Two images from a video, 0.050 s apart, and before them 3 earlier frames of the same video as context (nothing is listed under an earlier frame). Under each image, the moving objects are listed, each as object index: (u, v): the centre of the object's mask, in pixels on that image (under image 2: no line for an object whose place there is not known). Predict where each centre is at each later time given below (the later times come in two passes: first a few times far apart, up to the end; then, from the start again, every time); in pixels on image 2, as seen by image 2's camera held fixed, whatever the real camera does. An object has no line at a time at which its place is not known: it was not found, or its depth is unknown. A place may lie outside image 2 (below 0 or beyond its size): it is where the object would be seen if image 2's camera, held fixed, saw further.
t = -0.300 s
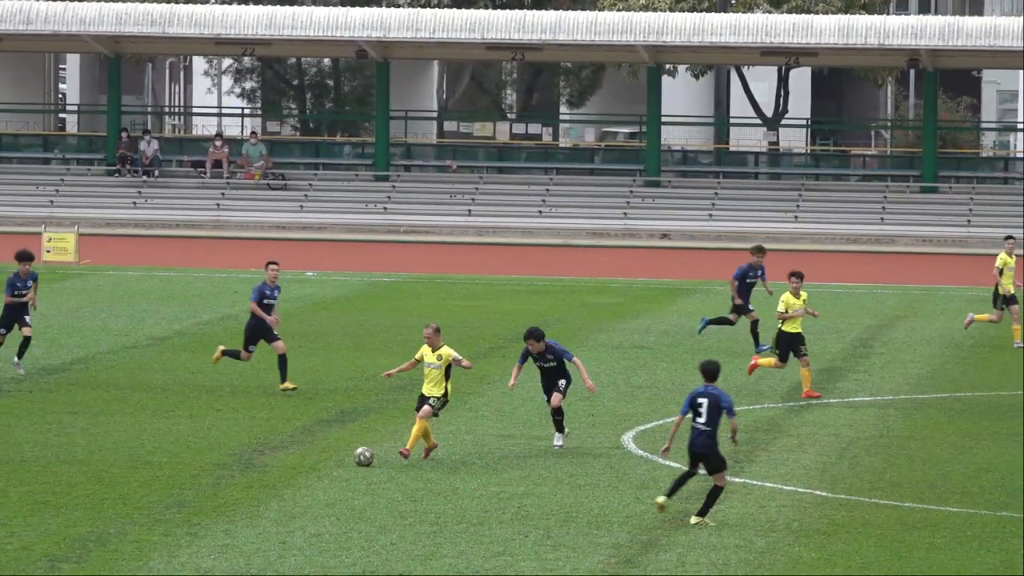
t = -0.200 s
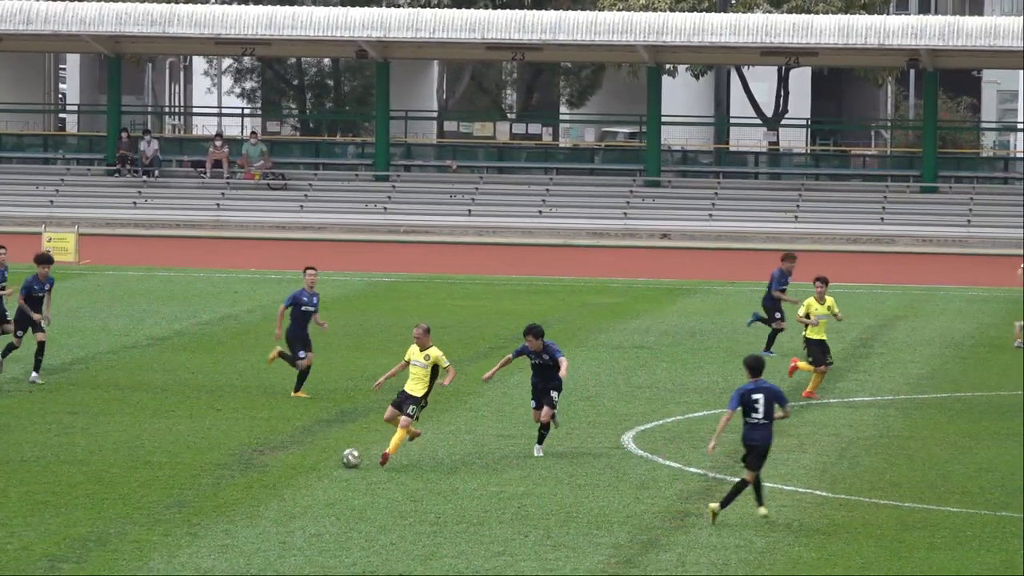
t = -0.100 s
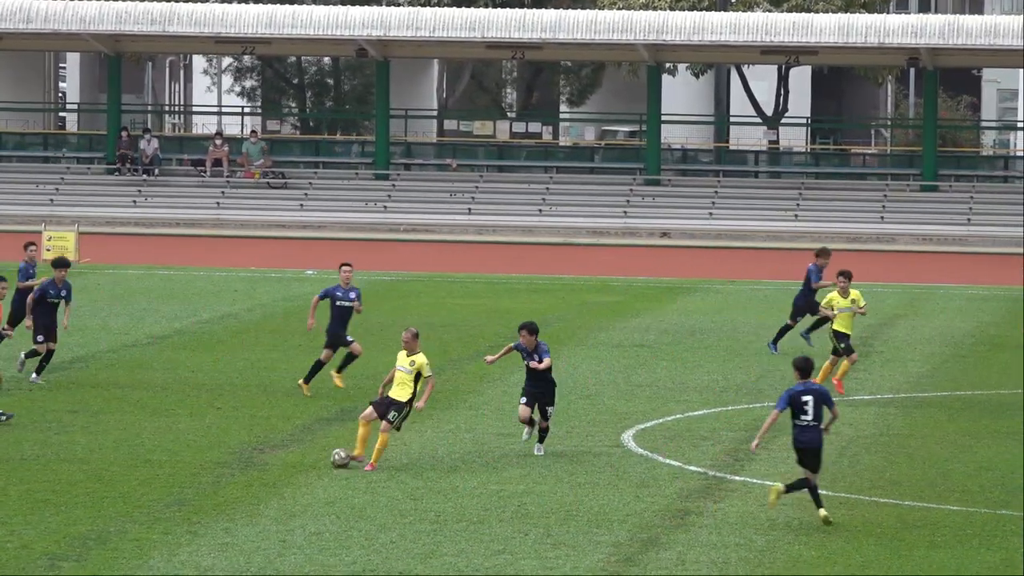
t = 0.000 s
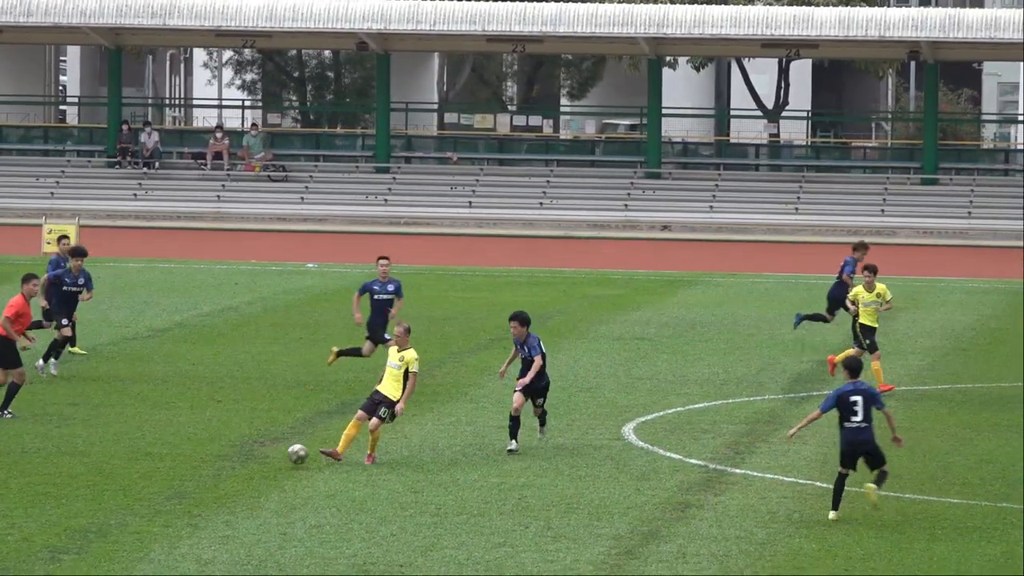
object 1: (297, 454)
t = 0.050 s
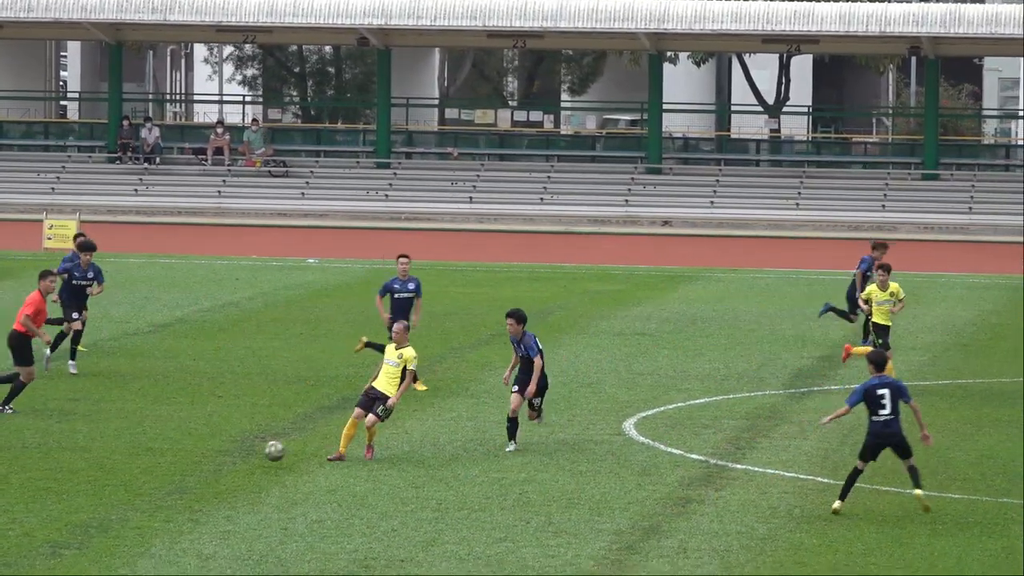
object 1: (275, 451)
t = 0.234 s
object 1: (193, 467)
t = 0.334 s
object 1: (159, 470)
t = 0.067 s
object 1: (266, 452)
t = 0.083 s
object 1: (258, 453)
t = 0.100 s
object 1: (250, 456)
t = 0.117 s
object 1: (242, 458)
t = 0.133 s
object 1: (234, 460)
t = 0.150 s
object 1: (226, 463)
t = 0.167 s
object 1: (218, 466)
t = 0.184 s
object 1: (210, 469)
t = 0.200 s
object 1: (203, 469)
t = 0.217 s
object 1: (198, 469)
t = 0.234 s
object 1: (193, 467)
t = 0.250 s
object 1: (188, 466)
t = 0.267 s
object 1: (183, 466)
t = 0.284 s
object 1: (177, 466)
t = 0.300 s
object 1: (171, 467)
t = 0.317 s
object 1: (165, 469)
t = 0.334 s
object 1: (159, 470)
